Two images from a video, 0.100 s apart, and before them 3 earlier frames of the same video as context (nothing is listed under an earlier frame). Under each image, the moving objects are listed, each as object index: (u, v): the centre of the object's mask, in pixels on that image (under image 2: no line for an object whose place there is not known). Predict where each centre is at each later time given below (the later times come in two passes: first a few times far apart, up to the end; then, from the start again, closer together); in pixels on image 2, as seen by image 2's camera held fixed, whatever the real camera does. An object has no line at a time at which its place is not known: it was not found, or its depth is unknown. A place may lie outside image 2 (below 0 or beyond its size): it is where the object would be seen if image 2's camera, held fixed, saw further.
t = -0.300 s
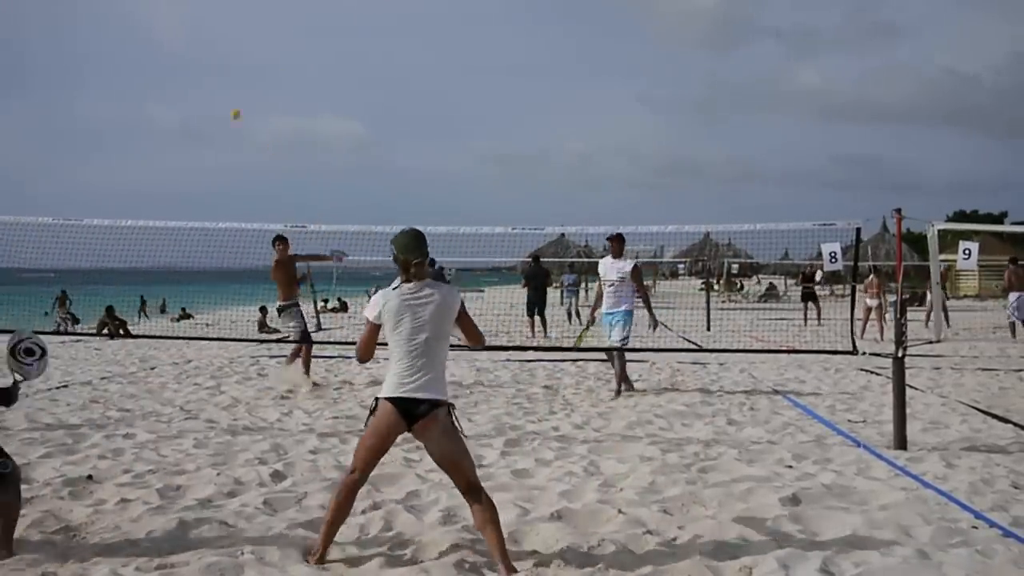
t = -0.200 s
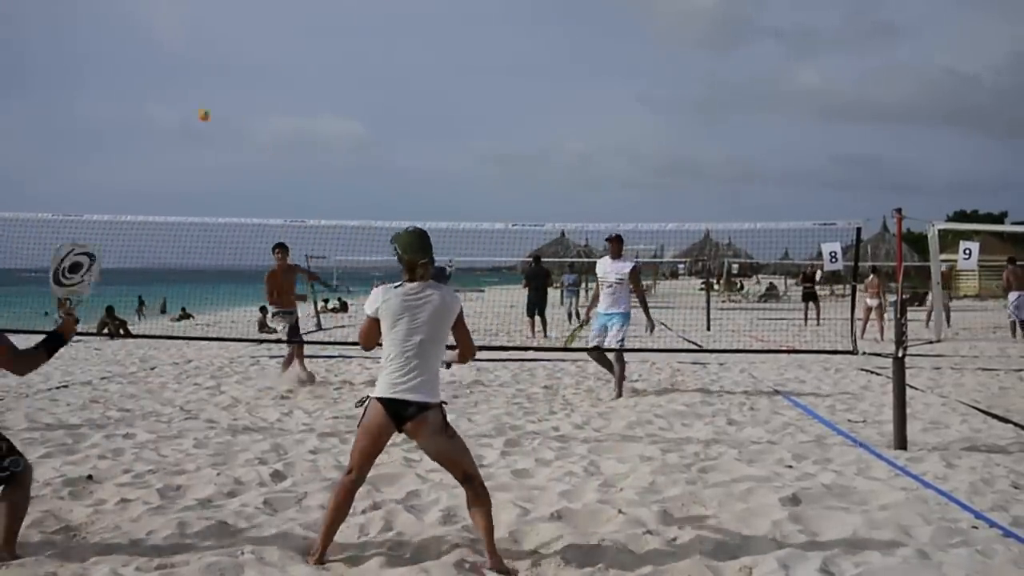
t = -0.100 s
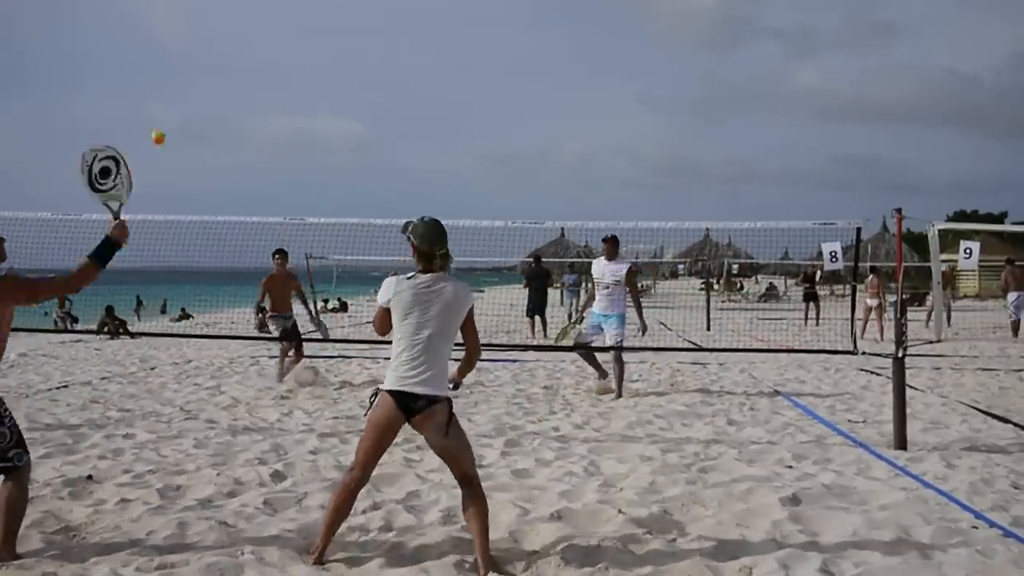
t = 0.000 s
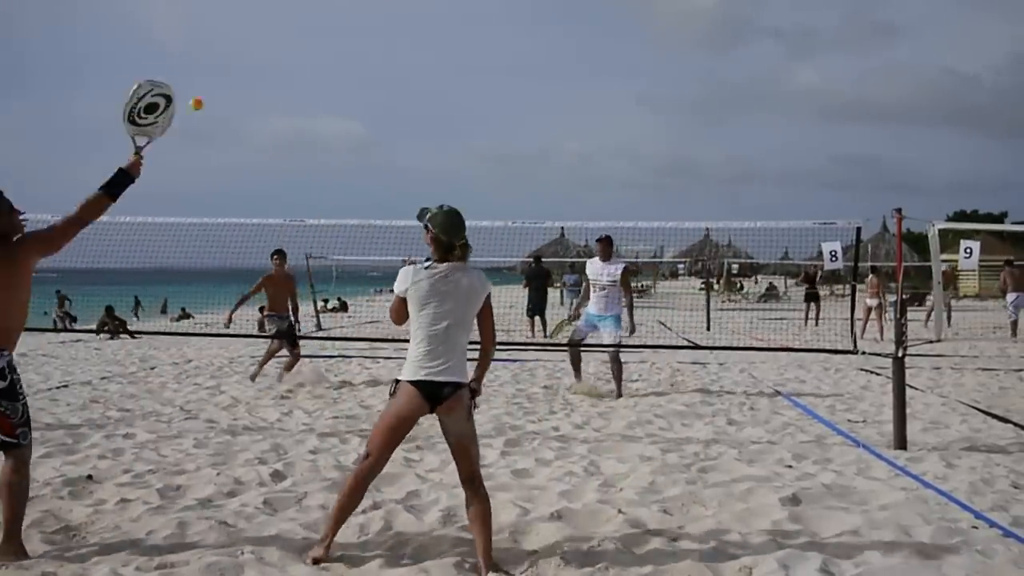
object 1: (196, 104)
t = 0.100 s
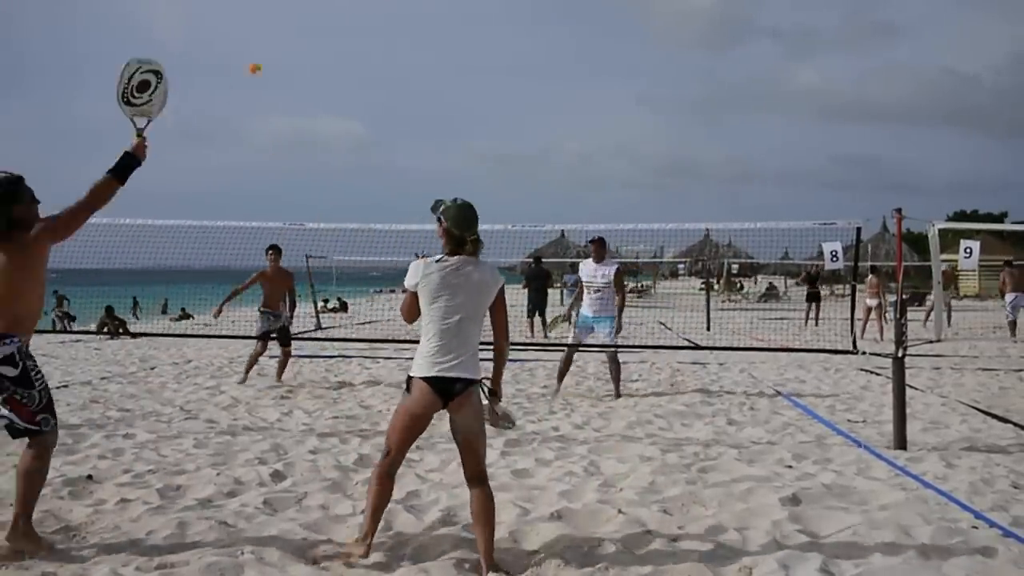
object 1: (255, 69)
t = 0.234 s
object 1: (307, 55)
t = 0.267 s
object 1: (318, 56)
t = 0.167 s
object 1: (285, 57)
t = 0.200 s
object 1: (297, 55)
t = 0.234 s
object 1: (307, 55)
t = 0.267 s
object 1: (318, 56)
